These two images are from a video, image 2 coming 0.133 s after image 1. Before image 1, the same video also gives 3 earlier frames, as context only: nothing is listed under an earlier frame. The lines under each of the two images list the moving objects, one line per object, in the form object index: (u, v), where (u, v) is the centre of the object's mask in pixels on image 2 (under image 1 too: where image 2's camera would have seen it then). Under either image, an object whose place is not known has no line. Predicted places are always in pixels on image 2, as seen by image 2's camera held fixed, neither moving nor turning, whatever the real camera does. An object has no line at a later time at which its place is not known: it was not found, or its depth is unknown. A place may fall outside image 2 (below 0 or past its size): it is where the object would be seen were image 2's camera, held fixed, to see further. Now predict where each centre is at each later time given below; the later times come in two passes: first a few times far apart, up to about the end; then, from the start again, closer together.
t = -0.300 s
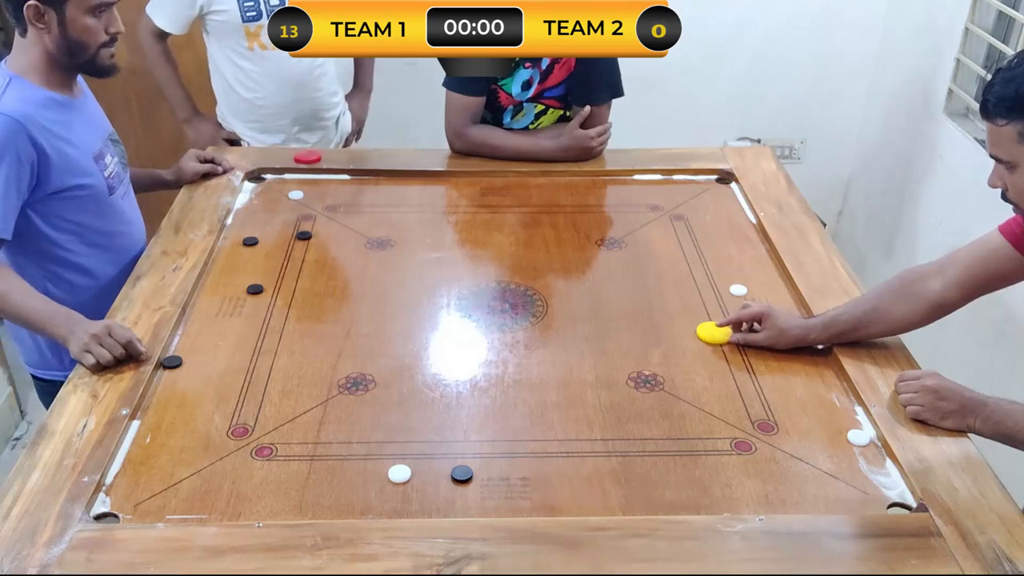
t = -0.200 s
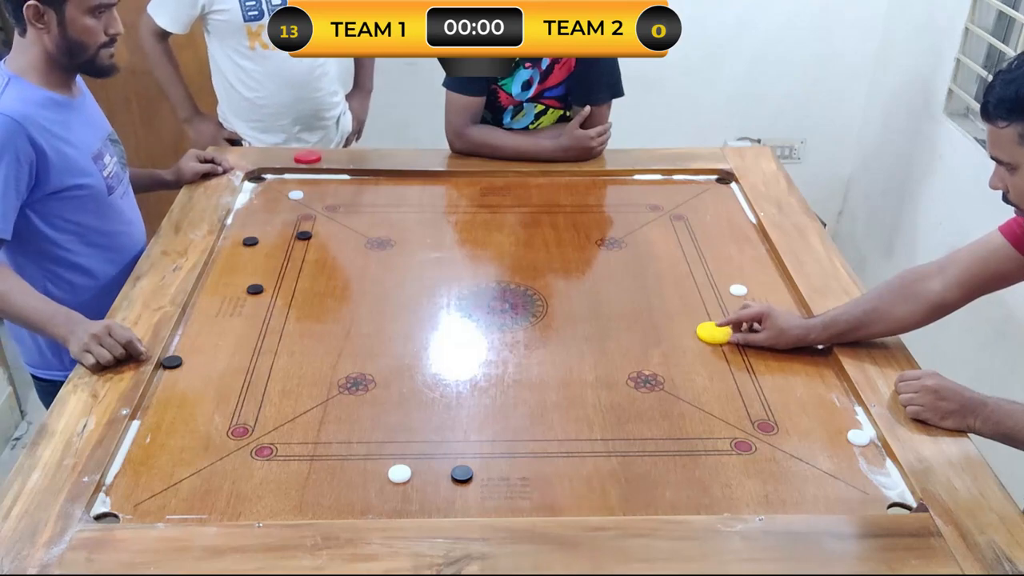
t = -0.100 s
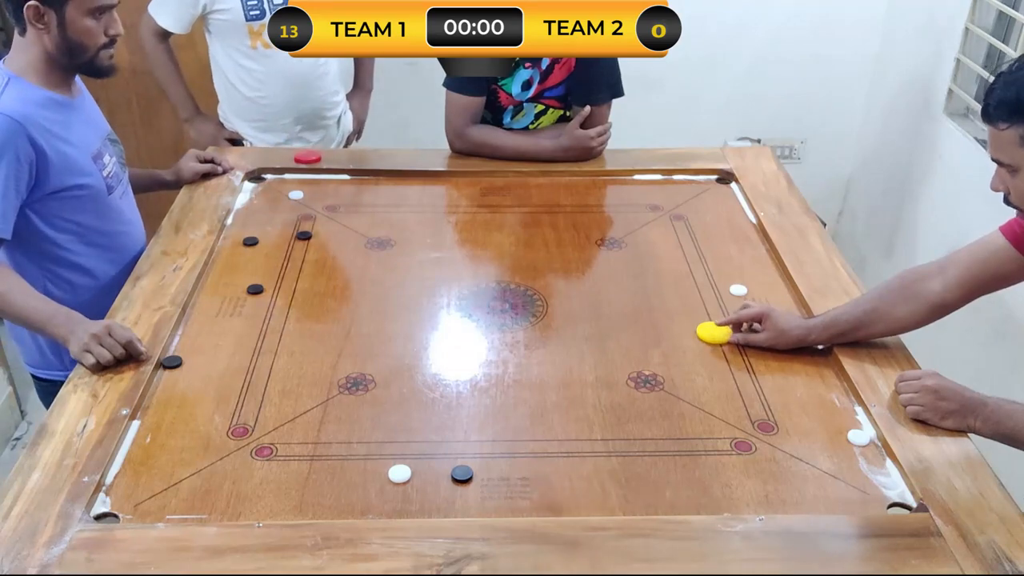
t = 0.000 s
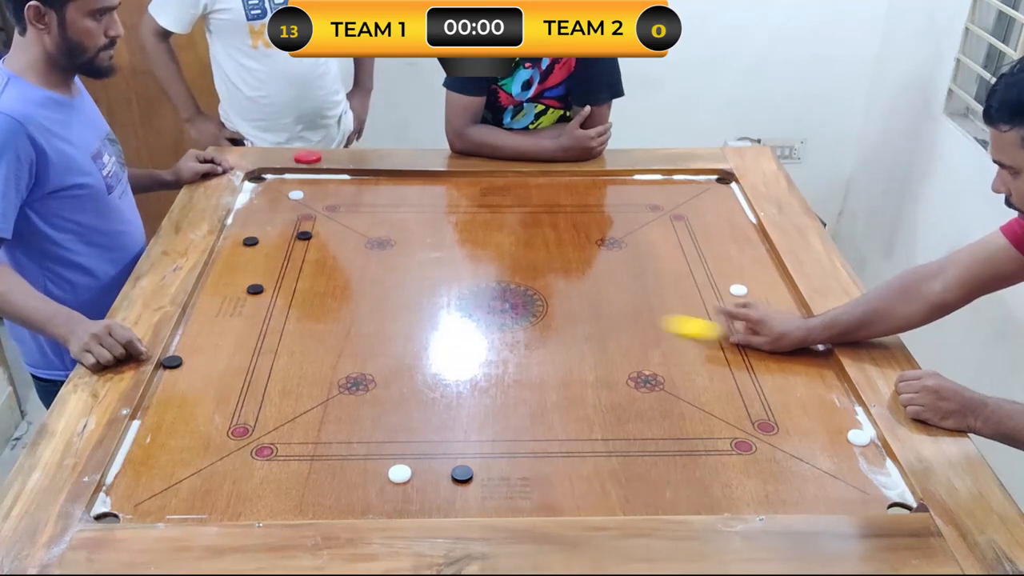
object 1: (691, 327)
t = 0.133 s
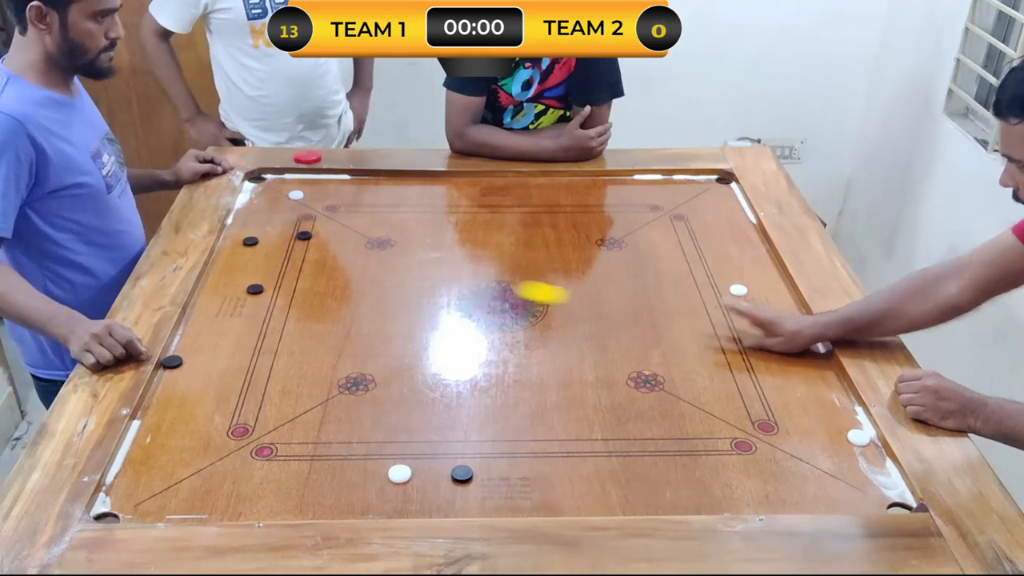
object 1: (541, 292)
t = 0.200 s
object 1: (479, 278)
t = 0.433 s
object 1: (298, 237)
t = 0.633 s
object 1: (262, 222)
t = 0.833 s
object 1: (315, 214)
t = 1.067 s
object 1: (352, 208)
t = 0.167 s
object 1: (511, 285)
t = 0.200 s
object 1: (479, 278)
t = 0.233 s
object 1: (446, 271)
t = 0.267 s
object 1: (417, 264)
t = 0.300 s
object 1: (389, 257)
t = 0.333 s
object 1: (362, 251)
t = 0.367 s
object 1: (336, 245)
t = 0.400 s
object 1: (314, 240)
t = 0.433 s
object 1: (298, 237)
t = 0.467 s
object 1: (283, 234)
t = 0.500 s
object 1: (268, 231)
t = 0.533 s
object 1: (253, 228)
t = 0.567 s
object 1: (243, 226)
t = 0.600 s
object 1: (251, 224)
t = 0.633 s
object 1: (262, 222)
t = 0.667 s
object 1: (271, 221)
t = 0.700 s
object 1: (281, 219)
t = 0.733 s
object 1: (290, 218)
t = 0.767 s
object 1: (299, 216)
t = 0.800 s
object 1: (307, 215)
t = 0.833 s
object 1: (315, 214)
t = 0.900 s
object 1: (328, 212)
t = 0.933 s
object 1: (333, 211)
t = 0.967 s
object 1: (338, 210)
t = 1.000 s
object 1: (343, 209)
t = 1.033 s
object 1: (348, 208)
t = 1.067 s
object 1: (352, 208)
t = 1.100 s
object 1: (355, 208)
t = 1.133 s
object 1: (358, 207)
